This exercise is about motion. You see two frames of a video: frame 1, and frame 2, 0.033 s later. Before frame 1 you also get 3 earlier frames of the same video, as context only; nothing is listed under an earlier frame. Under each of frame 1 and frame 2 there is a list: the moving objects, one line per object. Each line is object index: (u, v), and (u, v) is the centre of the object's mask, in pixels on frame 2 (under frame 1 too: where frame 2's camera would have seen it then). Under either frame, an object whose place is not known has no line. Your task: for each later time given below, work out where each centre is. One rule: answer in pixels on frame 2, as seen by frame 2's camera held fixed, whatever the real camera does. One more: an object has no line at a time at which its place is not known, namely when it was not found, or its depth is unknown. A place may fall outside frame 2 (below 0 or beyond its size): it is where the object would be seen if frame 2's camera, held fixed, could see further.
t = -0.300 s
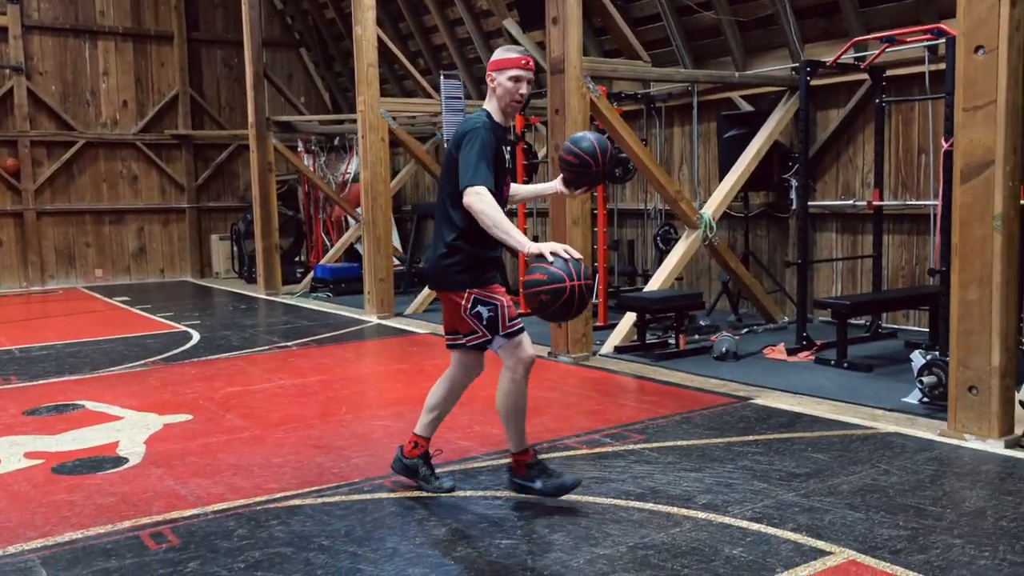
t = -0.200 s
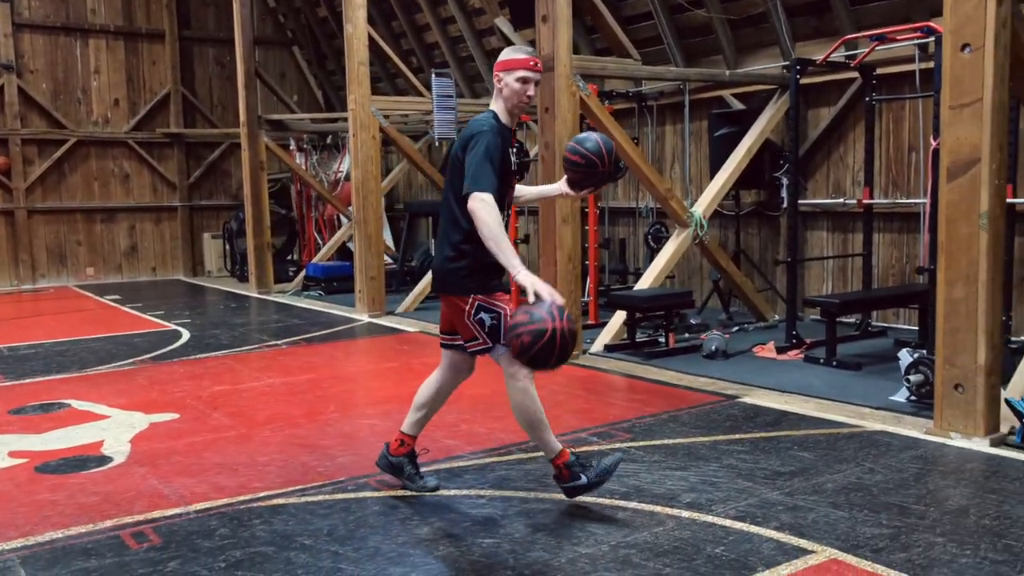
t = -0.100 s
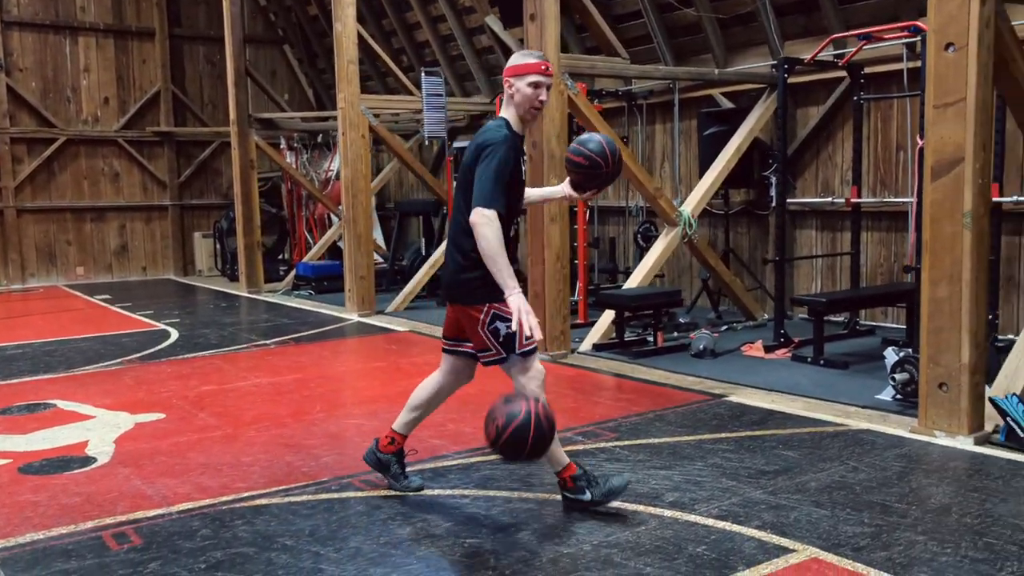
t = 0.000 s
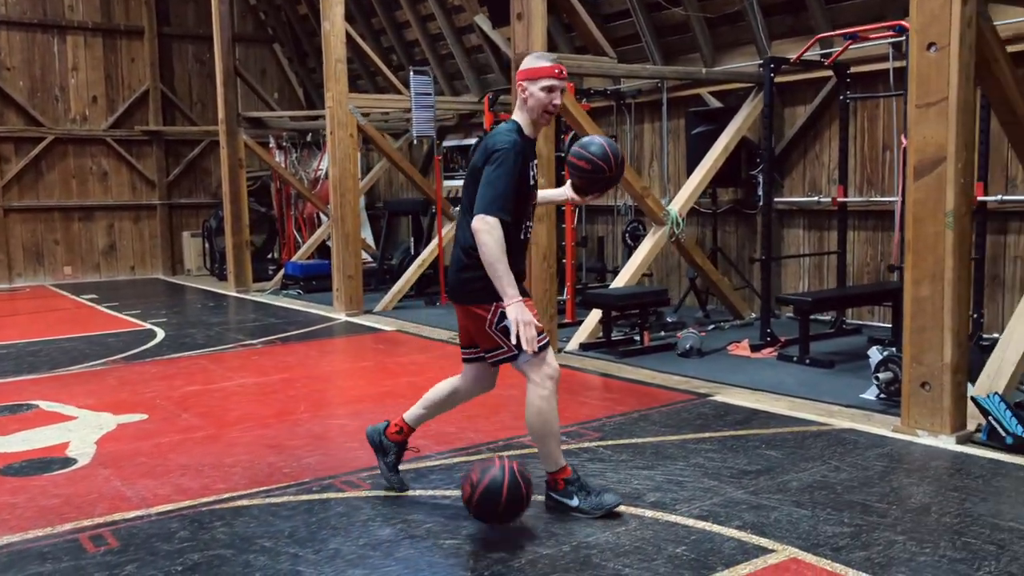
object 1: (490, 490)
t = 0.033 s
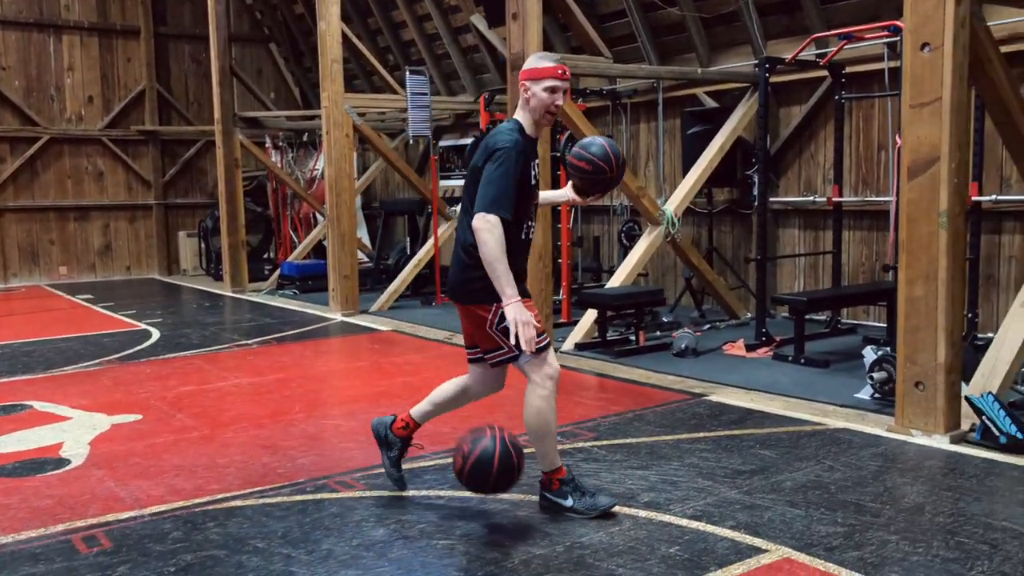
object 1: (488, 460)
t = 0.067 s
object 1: (486, 434)
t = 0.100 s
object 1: (485, 411)
